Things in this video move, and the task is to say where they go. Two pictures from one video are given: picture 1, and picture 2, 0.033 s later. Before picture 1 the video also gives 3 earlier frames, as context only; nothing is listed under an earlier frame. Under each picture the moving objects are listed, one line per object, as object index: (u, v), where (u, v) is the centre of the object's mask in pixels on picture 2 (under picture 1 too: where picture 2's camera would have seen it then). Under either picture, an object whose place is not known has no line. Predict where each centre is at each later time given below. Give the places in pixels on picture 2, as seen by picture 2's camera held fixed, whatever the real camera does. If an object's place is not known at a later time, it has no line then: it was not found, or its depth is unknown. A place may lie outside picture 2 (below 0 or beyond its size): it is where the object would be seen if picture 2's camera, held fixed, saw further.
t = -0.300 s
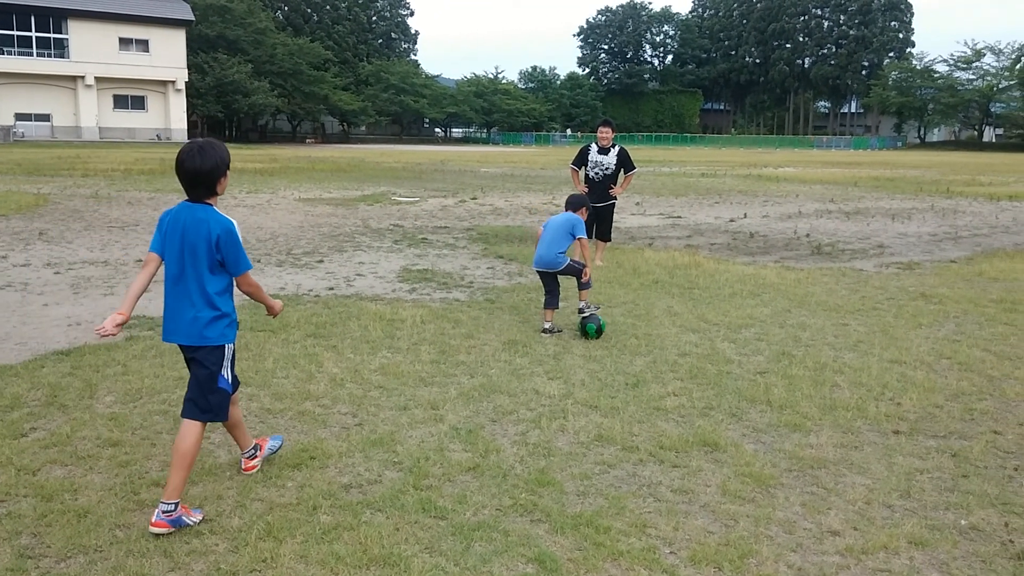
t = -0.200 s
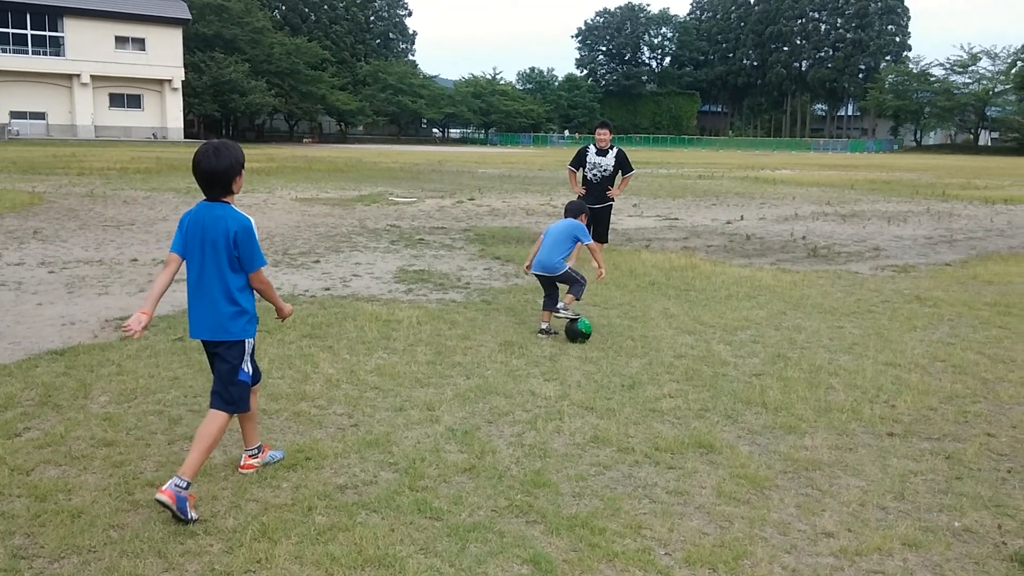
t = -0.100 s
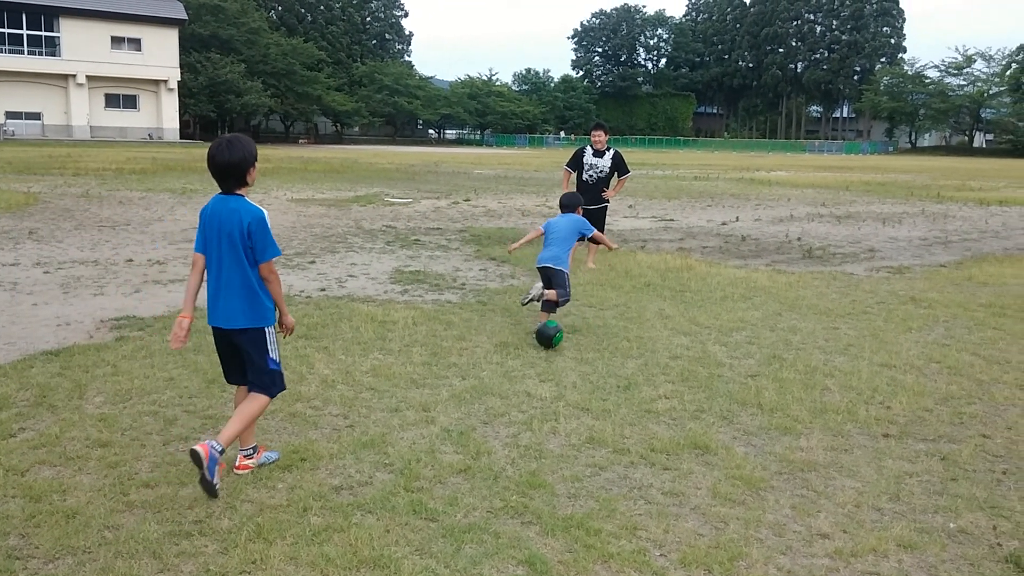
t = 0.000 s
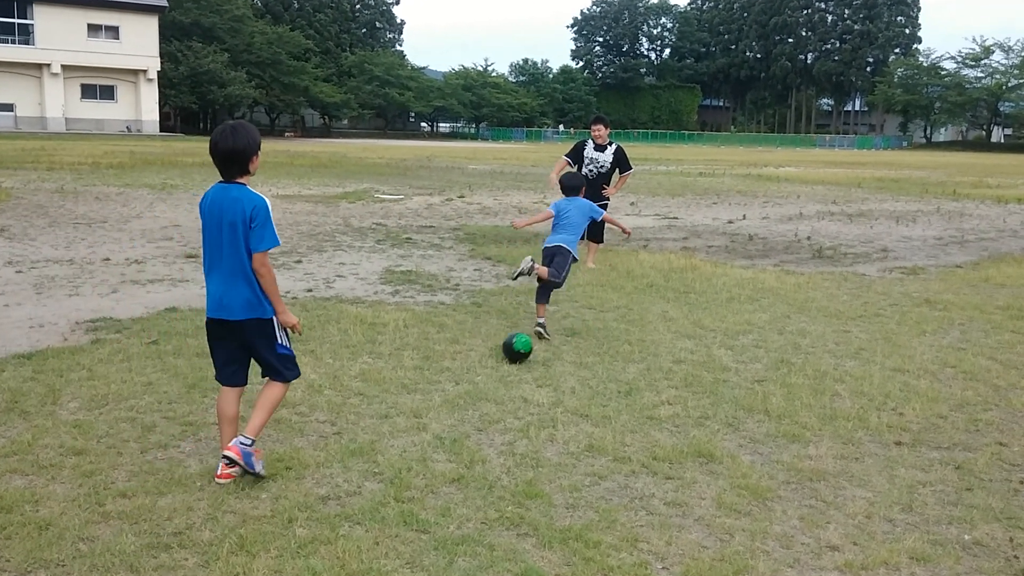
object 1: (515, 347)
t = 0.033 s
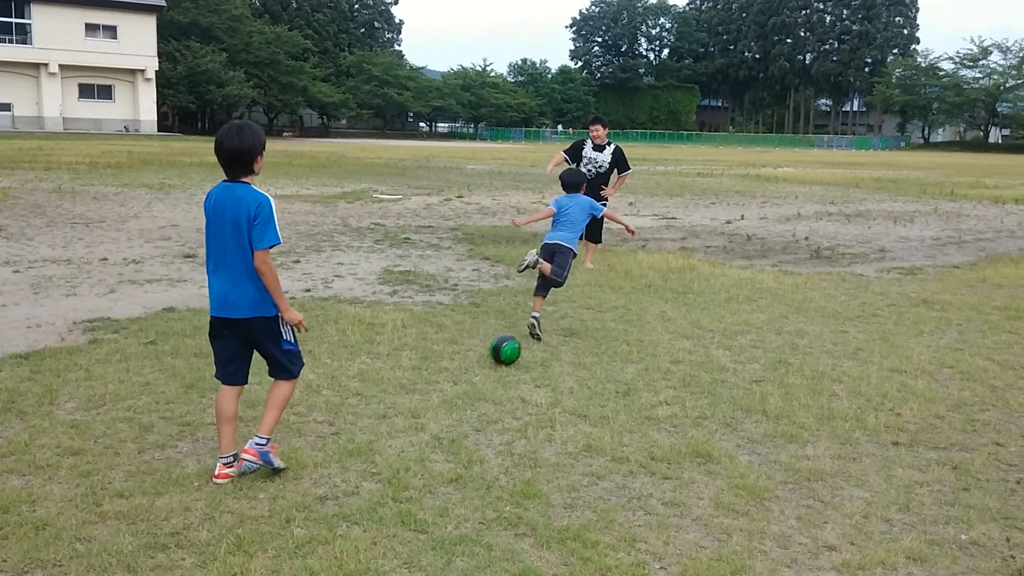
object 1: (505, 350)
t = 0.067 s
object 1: (494, 355)
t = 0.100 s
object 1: (484, 358)
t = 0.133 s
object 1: (472, 361)
